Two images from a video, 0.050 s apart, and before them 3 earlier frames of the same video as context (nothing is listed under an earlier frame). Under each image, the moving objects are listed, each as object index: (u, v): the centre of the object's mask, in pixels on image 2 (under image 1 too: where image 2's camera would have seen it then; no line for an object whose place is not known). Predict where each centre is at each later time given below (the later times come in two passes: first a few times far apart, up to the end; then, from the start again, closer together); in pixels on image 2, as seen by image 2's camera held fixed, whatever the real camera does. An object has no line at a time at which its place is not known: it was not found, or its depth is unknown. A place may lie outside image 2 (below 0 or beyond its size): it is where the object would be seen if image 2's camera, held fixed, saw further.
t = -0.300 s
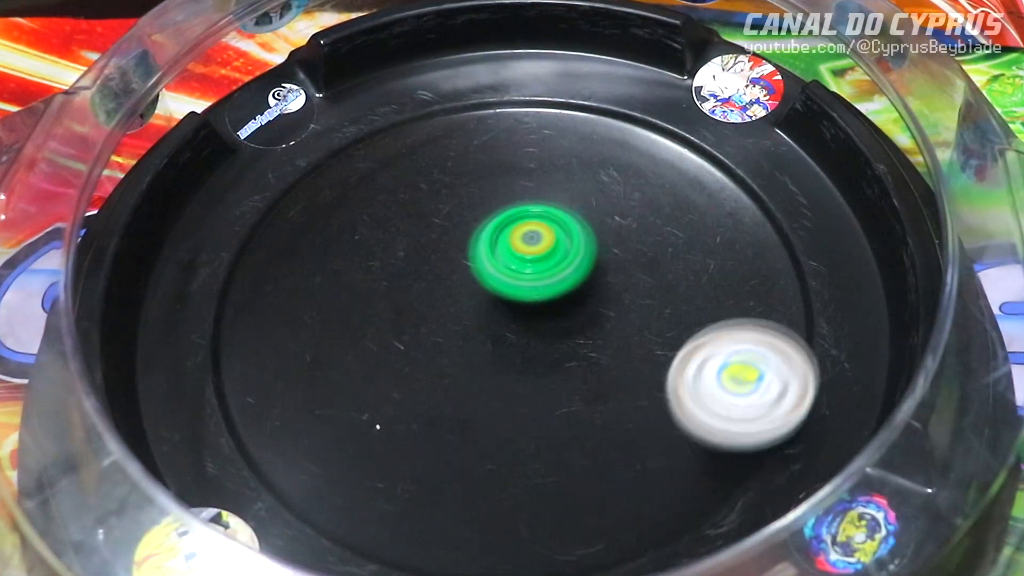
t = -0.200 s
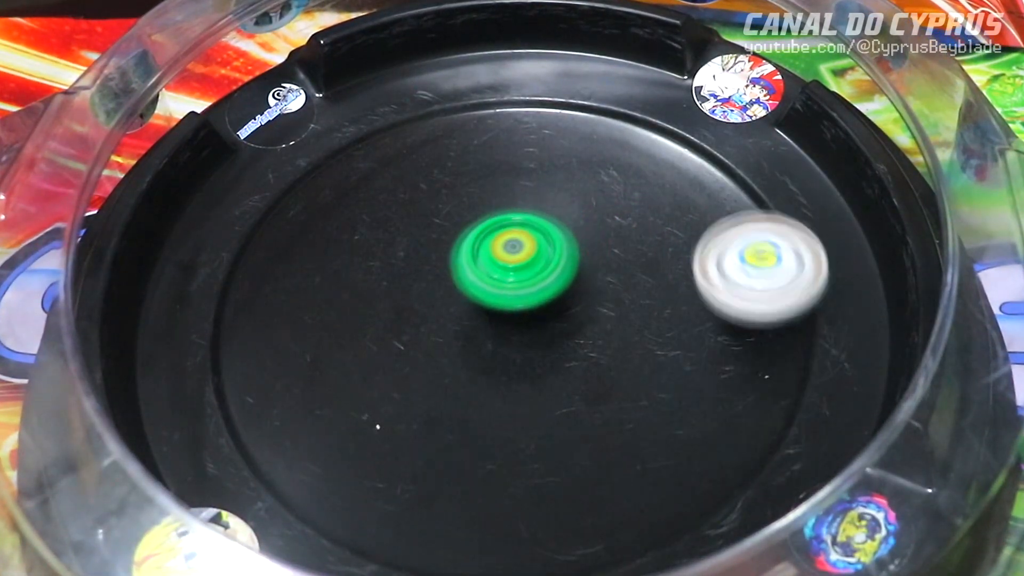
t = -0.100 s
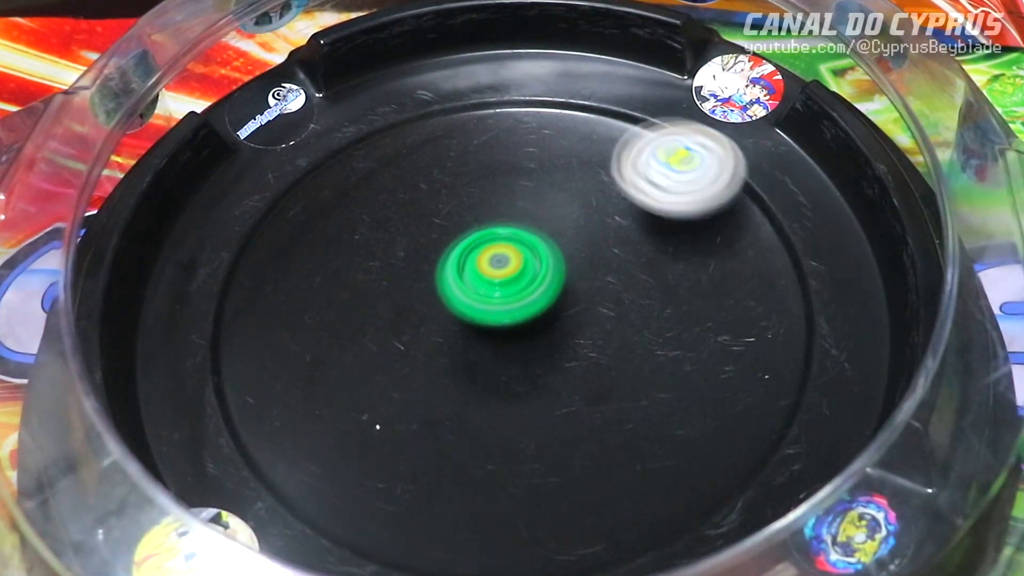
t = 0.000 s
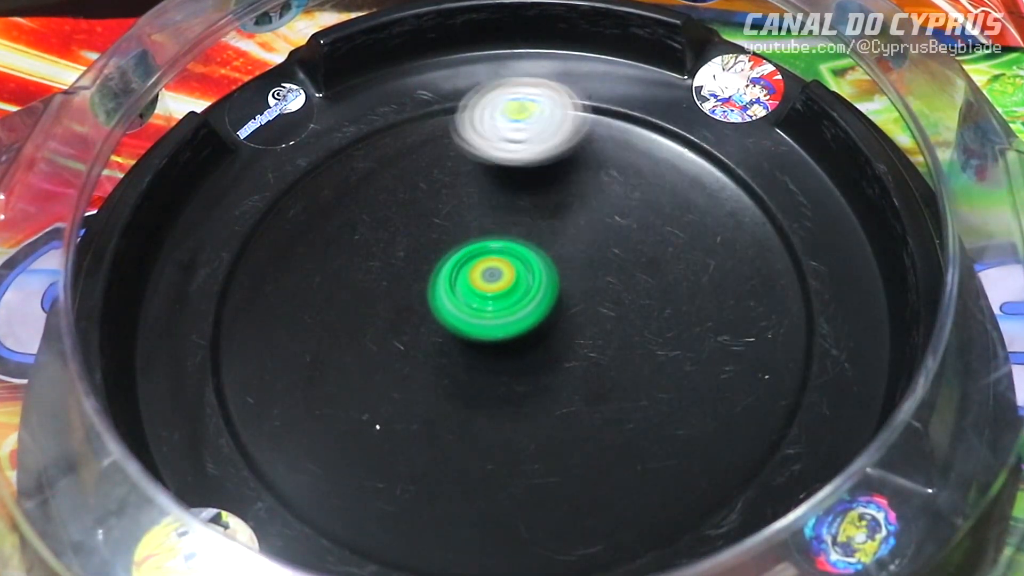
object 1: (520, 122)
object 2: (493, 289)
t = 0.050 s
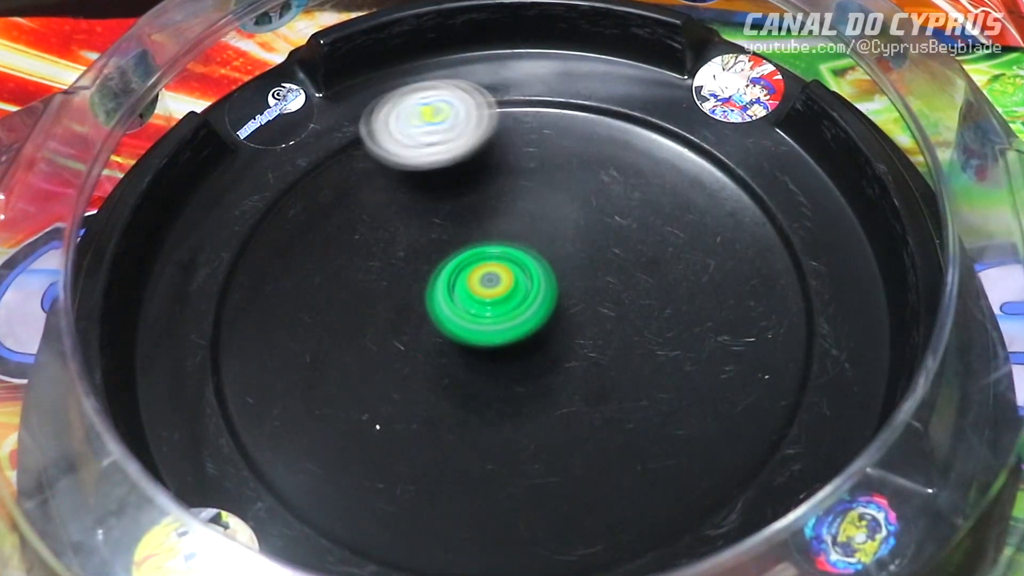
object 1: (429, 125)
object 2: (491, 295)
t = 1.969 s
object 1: (228, 333)
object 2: (504, 309)
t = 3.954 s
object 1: (378, 507)
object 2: (512, 310)
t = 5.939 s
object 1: (360, 411)
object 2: (498, 292)
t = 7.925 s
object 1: (577, 219)
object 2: (474, 378)
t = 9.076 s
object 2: (492, 255)
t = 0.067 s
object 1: (400, 130)
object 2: (491, 297)
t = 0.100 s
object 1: (342, 148)
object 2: (490, 300)
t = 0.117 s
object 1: (314, 161)
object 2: (490, 301)
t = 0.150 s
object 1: (265, 192)
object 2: (490, 304)
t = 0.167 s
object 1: (241, 209)
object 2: (490, 305)
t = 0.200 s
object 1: (211, 256)
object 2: (490, 308)
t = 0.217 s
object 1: (207, 284)
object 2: (490, 309)
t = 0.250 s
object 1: (217, 347)
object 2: (490, 310)
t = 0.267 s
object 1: (231, 379)
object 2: (490, 311)
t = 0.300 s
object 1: (268, 436)
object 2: (490, 312)
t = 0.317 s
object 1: (289, 461)
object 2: (491, 313)
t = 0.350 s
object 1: (351, 504)
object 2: (491, 314)
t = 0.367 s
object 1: (388, 514)
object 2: (491, 314)
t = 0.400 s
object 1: (479, 523)
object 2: (491, 314)
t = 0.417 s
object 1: (526, 521)
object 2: (491, 314)
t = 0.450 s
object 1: (606, 511)
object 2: (491, 314)
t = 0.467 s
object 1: (645, 496)
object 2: (491, 314)
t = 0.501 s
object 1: (706, 456)
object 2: (491, 314)
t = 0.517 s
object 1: (732, 431)
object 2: (491, 314)
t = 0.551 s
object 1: (765, 379)
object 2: (492, 314)
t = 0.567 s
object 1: (776, 351)
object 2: (492, 314)
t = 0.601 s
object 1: (782, 297)
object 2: (493, 314)
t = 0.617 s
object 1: (780, 269)
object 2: (494, 314)
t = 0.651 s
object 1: (764, 220)
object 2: (495, 314)
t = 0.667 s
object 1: (753, 197)
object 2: (495, 315)
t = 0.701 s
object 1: (720, 157)
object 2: (497, 315)
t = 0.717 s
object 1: (700, 138)
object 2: (497, 315)
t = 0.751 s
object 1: (654, 108)
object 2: (499, 316)
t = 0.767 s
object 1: (630, 95)
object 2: (500, 316)
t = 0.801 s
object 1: (579, 77)
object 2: (501, 316)
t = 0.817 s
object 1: (552, 71)
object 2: (501, 316)
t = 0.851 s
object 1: (492, 73)
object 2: (503, 317)
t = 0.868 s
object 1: (462, 78)
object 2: (503, 317)
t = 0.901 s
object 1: (401, 91)
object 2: (504, 318)
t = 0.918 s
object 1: (373, 100)
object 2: (504, 318)
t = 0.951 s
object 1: (323, 127)
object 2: (505, 319)
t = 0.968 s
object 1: (300, 147)
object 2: (504, 319)
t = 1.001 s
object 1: (259, 190)
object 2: (504, 319)
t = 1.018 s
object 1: (243, 211)
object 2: (504, 319)
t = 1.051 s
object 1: (222, 265)
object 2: (503, 319)
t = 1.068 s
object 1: (219, 291)
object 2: (503, 319)
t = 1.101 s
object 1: (218, 347)
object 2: (502, 319)
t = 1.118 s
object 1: (230, 375)
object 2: (502, 318)
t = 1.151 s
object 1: (261, 428)
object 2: (501, 318)
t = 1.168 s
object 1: (287, 454)
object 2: (501, 317)
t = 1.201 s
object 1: (348, 492)
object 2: (501, 317)
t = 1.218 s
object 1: (386, 507)
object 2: (501, 317)
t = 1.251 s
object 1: (461, 516)
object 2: (500, 317)
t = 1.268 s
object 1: (506, 517)
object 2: (500, 317)
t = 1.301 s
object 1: (582, 508)
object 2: (500, 316)
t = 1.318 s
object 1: (619, 496)
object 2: (500, 317)
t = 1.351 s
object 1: (681, 460)
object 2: (500, 317)
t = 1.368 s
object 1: (707, 439)
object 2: (501, 316)
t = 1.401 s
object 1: (748, 391)
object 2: (500, 316)
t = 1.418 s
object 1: (761, 363)
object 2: (500, 316)
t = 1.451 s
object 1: (778, 310)
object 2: (500, 317)
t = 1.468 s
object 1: (781, 285)
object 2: (500, 316)
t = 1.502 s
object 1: (775, 233)
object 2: (500, 316)
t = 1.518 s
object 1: (768, 208)
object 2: (500, 316)
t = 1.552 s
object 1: (746, 167)
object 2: (500, 316)
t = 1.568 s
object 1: (733, 148)
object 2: (500, 316)
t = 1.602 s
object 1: (692, 111)
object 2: (500, 315)
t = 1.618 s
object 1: (666, 98)
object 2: (501, 315)
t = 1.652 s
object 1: (615, 83)
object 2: (501, 315)
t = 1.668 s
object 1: (588, 79)
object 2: (501, 314)
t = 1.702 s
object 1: (528, 73)
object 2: (501, 314)
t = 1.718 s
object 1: (501, 74)
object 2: (501, 314)
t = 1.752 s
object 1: (444, 82)
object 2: (501, 314)
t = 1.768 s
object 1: (417, 91)
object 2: (501, 313)
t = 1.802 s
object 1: (363, 113)
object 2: (502, 313)
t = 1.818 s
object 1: (339, 126)
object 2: (502, 313)
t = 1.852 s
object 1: (294, 162)
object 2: (503, 312)
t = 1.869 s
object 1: (272, 181)
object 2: (503, 312)
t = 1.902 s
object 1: (243, 226)
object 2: (503, 311)
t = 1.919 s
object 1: (231, 253)
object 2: (503, 310)
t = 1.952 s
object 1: (224, 304)
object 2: (504, 309)
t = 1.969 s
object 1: (228, 333)
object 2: (504, 309)
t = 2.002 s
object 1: (247, 383)
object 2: (504, 308)
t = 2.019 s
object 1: (267, 407)
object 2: (505, 307)
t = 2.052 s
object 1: (313, 452)
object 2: (505, 306)
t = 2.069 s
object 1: (341, 468)
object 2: (505, 305)
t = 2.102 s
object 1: (411, 496)
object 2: (505, 304)
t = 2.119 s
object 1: (449, 503)
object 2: (506, 304)
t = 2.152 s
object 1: (528, 505)
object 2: (506, 302)
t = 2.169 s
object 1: (564, 503)
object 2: (506, 302)
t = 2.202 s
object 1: (634, 484)
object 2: (505, 300)
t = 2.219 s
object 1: (666, 469)
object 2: (505, 300)
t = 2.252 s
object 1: (722, 434)
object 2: (505, 298)
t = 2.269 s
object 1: (744, 411)
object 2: (505, 297)
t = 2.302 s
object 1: (780, 365)
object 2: (504, 296)
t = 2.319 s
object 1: (795, 339)
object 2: (504, 295)
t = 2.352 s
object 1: (808, 291)
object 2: (504, 294)
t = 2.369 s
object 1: (809, 265)
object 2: (504, 293)
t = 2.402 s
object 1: (789, 219)
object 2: (504, 292)
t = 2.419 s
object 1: (776, 199)
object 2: (504, 291)
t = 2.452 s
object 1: (741, 162)
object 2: (504, 290)
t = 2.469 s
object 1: (724, 144)
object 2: (504, 290)
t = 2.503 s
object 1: (678, 111)
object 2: (504, 289)
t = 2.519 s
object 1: (653, 101)
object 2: (504, 288)
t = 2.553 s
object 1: (603, 83)
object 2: (504, 287)
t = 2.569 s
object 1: (574, 79)
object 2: (505, 287)
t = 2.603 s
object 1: (517, 77)
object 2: (505, 286)
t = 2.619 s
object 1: (487, 80)
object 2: (506, 286)
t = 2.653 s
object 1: (433, 92)
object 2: (506, 286)
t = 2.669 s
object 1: (409, 100)
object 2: (507, 286)
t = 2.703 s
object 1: (360, 128)
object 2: (507, 286)
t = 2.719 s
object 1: (340, 144)
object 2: (507, 286)
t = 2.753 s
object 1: (305, 181)
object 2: (507, 286)
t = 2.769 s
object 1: (288, 205)
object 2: (507, 287)
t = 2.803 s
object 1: (267, 251)
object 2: (507, 287)
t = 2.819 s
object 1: (262, 273)
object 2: (507, 286)
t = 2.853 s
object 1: (259, 326)
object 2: (507, 287)
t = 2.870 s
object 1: (263, 351)
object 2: (507, 287)
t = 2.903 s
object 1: (286, 399)
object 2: (507, 287)
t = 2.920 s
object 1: (301, 423)
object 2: (507, 287)
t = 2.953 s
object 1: (343, 463)
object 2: (507, 287)
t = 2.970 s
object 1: (368, 479)
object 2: (507, 288)
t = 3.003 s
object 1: (429, 505)
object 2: (507, 288)
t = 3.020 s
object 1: (460, 511)
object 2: (507, 288)
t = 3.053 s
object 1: (528, 515)
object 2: (507, 288)
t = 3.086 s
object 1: (599, 511)
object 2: (507, 288)
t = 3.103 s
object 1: (629, 506)
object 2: (507, 289)
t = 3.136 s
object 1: (687, 480)
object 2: (508, 289)
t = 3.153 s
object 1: (714, 463)
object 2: (508, 289)
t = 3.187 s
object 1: (756, 420)
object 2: (508, 289)
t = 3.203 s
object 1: (774, 397)
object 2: (508, 290)
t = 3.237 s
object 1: (794, 350)
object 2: (508, 290)
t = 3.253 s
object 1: (799, 324)
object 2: (508, 290)
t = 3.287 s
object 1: (800, 275)
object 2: (508, 290)
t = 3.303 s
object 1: (795, 252)
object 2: (508, 291)
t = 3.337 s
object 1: (777, 209)
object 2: (509, 291)
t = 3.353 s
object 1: (763, 192)
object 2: (509, 292)
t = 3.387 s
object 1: (727, 161)
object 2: (510, 293)
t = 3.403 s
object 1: (706, 147)
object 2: (510, 293)
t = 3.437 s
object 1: (658, 126)
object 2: (510, 294)
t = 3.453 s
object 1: (635, 117)
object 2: (511, 295)
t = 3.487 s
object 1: (586, 108)
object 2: (512, 295)
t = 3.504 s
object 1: (559, 106)
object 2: (512, 295)
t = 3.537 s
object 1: (506, 107)
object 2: (512, 296)
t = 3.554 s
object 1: (479, 111)
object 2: (513, 296)
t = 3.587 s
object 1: (431, 124)
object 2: (513, 296)
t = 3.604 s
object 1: (406, 133)
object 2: (513, 297)
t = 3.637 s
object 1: (361, 157)
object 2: (513, 298)
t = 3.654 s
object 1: (340, 171)
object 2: (513, 298)
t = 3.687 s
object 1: (305, 201)
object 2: (513, 298)
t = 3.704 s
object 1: (289, 218)
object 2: (512, 299)
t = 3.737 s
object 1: (262, 258)
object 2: (512, 300)
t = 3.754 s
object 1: (253, 278)
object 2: (512, 300)
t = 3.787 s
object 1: (242, 320)
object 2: (512, 301)
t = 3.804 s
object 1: (241, 342)
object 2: (512, 302)
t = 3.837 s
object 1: (247, 388)
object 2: (512, 304)
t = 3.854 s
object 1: (256, 408)
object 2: (512, 304)
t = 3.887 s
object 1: (284, 447)
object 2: (512, 306)
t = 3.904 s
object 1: (303, 465)
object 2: (512, 307)
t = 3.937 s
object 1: (352, 498)
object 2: (512, 309)
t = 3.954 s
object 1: (378, 507)
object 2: (512, 310)
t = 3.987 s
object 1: (438, 517)
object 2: (511, 311)
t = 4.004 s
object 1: (471, 519)
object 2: (510, 312)
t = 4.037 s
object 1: (536, 518)
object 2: (509, 313)
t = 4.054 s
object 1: (570, 514)
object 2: (509, 313)
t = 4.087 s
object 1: (629, 499)
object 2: (508, 314)
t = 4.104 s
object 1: (655, 486)
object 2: (507, 315)
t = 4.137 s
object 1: (697, 449)
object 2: (507, 316)
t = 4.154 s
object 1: (714, 428)
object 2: (507, 316)
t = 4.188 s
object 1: (740, 385)
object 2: (506, 317)
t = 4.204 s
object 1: (748, 364)
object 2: (506, 317)
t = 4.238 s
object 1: (754, 320)
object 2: (505, 317)
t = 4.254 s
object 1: (753, 298)
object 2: (505, 318)
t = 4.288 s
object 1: (743, 258)
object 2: (504, 318)
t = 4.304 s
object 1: (734, 239)
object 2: (504, 318)
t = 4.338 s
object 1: (709, 206)
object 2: (503, 318)
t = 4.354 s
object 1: (693, 191)
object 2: (503, 318)
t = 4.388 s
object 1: (657, 163)
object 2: (503, 318)
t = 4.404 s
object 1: (639, 152)
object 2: (502, 318)
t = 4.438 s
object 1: (595, 134)
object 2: (502, 318)
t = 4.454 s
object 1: (573, 127)
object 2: (502, 318)
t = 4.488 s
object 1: (528, 117)
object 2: (501, 318)
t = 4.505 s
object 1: (506, 115)
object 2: (501, 318)
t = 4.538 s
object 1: (459, 115)
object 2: (501, 318)
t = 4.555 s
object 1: (436, 118)
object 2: (501, 318)
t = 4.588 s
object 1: (392, 127)
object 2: (500, 318)
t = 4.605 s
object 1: (371, 134)
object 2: (500, 317)
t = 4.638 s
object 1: (330, 153)
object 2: (500, 317)
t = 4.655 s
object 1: (312, 164)
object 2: (500, 317)
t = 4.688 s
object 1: (281, 190)
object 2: (499, 317)
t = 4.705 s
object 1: (267, 205)
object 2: (499, 317)
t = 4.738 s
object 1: (243, 241)
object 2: (499, 317)
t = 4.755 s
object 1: (234, 260)
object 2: (499, 316)
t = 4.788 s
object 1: (225, 299)
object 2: (499, 316)
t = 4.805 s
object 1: (224, 319)
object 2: (499, 316)
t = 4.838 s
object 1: (233, 360)
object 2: (499, 315)
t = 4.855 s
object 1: (243, 379)
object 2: (499, 315)
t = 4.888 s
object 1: (272, 416)
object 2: (499, 314)
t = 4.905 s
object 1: (293, 433)
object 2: (500, 314)
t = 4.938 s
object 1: (340, 462)
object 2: (500, 313)
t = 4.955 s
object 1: (366, 473)
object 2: (500, 313)
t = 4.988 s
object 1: (422, 487)
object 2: (500, 312)
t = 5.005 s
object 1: (452, 489)
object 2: (500, 311)
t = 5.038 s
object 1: (513, 485)
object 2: (500, 311)
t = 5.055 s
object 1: (543, 479)
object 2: (500, 310)
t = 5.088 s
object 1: (599, 460)
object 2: (499, 309)
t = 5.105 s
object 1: (624, 447)
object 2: (499, 308)
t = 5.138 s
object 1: (667, 415)
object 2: (498, 307)
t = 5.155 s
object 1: (685, 397)
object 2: (498, 306)
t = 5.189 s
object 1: (711, 360)
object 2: (497, 304)
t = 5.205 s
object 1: (720, 340)
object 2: (497, 304)
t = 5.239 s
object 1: (731, 300)
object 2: (496, 302)
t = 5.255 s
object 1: (732, 280)
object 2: (496, 301)
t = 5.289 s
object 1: (728, 243)
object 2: (495, 300)
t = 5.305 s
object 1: (723, 226)
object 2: (495, 299)
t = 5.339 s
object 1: (707, 193)
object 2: (495, 298)
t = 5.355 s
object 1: (696, 178)
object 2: (495, 297)
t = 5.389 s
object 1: (670, 152)
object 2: (494, 296)
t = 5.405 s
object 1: (655, 140)
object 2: (494, 296)
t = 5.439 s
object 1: (622, 121)
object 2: (493, 295)
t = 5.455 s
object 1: (605, 114)
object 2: (493, 294)
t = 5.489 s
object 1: (567, 102)
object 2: (493, 294)
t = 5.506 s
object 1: (547, 98)
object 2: (493, 294)
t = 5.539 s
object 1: (507, 96)
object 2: (493, 293)
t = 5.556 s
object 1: (486, 97)
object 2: (493, 294)
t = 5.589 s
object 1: (446, 103)
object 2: (493, 293)
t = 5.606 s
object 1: (427, 108)
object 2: (493, 293)
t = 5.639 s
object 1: (391, 124)
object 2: (493, 293)
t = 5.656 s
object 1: (374, 134)
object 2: (494, 292)
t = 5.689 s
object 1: (342, 160)
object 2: (494, 292)
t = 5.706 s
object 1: (329, 175)
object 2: (495, 292)
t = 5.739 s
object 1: (306, 206)
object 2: (495, 292)
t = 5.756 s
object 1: (297, 223)
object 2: (496, 292)
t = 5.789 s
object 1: (287, 259)
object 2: (496, 292)
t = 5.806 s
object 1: (285, 277)
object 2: (496, 292)
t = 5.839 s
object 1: (290, 313)
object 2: (497, 293)
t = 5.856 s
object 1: (296, 331)
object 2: (497, 293)
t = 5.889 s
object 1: (315, 365)
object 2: (497, 293)
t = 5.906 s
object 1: (328, 381)
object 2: (497, 292)
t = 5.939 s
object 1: (360, 411)
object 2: (498, 292)
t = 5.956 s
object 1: (380, 423)
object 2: (499, 292)
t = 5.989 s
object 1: (423, 443)
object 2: (500, 291)
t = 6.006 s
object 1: (446, 450)
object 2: (501, 291)
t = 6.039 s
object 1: (495, 458)
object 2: (502, 290)
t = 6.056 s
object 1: (520, 459)
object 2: (503, 290)
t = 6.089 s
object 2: (505, 290)
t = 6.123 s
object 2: (506, 289)
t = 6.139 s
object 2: (507, 288)
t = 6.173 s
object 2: (508, 288)
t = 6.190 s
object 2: (509, 288)
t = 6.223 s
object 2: (510, 288)
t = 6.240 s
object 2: (510, 288)
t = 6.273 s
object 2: (511, 288)
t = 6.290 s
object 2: (511, 288)
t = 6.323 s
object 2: (511, 289)
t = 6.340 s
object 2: (511, 289)
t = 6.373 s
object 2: (511, 289)
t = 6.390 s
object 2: (510, 289)
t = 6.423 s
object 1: (701, 206)
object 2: (510, 290)
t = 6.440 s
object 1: (691, 199)
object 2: (510, 290)
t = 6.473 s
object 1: (670, 186)
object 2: (510, 290)
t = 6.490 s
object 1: (658, 182)
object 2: (510, 290)
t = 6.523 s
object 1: (634, 177)
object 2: (510, 291)
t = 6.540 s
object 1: (623, 175)
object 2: (510, 291)
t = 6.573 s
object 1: (600, 175)
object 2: (511, 292)
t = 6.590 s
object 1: (589, 176)
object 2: (511, 292)
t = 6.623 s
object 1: (568, 180)
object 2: (511, 292)
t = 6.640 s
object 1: (558, 182)
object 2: (511, 292)
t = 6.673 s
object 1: (540, 189)
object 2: (512, 293)
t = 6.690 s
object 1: (531, 192)
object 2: (512, 294)
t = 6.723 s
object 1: (519, 196)
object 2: (510, 298)
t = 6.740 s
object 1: (516, 194)
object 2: (506, 303)
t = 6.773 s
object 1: (511, 191)
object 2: (498, 310)
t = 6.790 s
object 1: (509, 190)
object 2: (494, 312)
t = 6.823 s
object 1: (505, 192)
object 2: (489, 315)
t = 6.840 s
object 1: (504, 193)
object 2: (487, 315)
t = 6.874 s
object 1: (501, 197)
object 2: (484, 314)
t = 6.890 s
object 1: (500, 199)
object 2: (483, 313)
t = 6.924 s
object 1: (498, 204)
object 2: (482, 312)
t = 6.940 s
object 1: (500, 204)
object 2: (480, 313)
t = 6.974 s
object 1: (505, 203)
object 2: (473, 317)
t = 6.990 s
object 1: (508, 203)
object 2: (471, 318)
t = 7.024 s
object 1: (511, 206)
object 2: (469, 318)
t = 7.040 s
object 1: (513, 208)
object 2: (468, 318)
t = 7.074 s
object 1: (514, 212)
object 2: (468, 317)
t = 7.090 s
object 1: (515, 214)
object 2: (466, 319)
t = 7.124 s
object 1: (522, 208)
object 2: (459, 328)
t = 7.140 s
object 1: (524, 206)
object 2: (457, 331)
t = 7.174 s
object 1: (527, 207)
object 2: (454, 335)
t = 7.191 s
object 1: (528, 209)
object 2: (454, 337)
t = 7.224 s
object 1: (528, 212)
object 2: (454, 339)
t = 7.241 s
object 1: (528, 214)
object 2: (454, 340)
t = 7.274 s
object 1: (526, 219)
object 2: (456, 342)
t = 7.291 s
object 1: (524, 221)
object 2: (457, 342)
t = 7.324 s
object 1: (521, 225)
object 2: (460, 343)
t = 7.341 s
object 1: (519, 228)
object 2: (462, 343)
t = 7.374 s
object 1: (515, 231)
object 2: (465, 344)
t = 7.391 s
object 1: (513, 233)
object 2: (466, 344)
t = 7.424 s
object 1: (510, 235)
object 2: (470, 344)
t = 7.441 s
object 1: (511, 235)
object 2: (470, 346)
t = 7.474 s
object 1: (516, 230)
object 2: (468, 353)
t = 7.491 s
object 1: (518, 229)
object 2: (468, 355)
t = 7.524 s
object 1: (522, 228)
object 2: (470, 357)
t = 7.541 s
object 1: (524, 228)
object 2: (471, 358)
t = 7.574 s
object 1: (528, 230)
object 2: (474, 358)
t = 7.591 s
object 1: (529, 230)
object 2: (476, 359)
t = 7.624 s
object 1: (531, 233)
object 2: (480, 358)
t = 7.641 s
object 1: (533, 234)
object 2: (482, 357)
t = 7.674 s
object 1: (535, 237)
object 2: (487, 355)
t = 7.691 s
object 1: (536, 238)
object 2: (489, 354)
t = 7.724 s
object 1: (539, 240)
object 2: (493, 353)
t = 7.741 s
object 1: (540, 241)
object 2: (495, 352)
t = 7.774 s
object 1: (545, 240)
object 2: (493, 355)
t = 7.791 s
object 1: (551, 233)
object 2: (487, 361)
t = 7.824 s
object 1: (561, 224)
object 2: (478, 371)
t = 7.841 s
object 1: (565, 221)
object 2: (475, 373)
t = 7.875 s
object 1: (571, 218)
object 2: (473, 376)
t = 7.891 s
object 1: (574, 218)
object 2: (473, 377)
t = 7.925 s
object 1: (577, 219)
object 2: (474, 378)
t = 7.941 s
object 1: (578, 221)
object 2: (476, 378)
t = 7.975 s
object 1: (577, 225)
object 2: (478, 378)
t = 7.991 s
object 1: (576, 227)
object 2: (480, 377)
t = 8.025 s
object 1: (573, 231)
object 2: (483, 376)
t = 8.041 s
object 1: (570, 234)
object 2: (484, 376)
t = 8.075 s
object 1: (567, 239)
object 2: (486, 374)
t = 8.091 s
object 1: (566, 242)
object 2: (487, 373)
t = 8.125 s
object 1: (562, 251)
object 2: (488, 370)
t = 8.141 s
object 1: (559, 255)
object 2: (489, 368)
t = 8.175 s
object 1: (556, 263)
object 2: (489, 366)
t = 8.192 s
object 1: (561, 261)
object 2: (480, 370)
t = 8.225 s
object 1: (573, 258)
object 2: (466, 374)
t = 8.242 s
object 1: (578, 258)
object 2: (462, 375)
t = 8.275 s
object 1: (584, 258)
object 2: (455, 374)
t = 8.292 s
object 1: (585, 259)
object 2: (455, 373)
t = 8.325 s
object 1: (585, 260)
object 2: (453, 371)
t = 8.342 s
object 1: (583, 262)
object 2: (453, 369)
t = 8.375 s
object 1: (581, 265)
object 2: (453, 366)
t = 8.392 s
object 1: (579, 266)
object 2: (454, 364)
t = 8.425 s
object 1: (574, 268)
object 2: (455, 360)
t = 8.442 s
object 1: (572, 269)
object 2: (456, 358)
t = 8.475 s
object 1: (567, 271)
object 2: (456, 353)
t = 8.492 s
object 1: (565, 272)
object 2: (457, 350)
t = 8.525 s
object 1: (562, 272)
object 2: (456, 346)
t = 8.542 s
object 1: (566, 272)
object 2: (452, 344)
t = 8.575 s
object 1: (572, 271)
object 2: (448, 338)
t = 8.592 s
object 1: (573, 270)
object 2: (448, 335)
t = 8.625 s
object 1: (574, 271)
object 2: (447, 330)
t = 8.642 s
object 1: (574, 272)
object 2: (448, 327)
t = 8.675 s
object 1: (571, 273)
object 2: (449, 322)
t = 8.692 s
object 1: (569, 274)
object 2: (449, 319)
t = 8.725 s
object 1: (571, 274)
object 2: (448, 315)
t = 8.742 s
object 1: (572, 274)
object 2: (448, 312)
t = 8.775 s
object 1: (573, 276)
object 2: (448, 306)
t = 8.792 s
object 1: (573, 277)
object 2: (449, 303)
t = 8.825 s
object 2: (448, 298)
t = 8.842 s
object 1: (578, 279)
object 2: (450, 294)
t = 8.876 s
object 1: (580, 281)
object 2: (454, 289)
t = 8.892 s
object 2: (455, 285)
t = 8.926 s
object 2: (458, 278)
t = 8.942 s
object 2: (461, 274)
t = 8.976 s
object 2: (467, 269)
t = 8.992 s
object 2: (470, 266)
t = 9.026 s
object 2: (478, 261)
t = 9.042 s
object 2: (483, 259)
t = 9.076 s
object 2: (492, 255)
